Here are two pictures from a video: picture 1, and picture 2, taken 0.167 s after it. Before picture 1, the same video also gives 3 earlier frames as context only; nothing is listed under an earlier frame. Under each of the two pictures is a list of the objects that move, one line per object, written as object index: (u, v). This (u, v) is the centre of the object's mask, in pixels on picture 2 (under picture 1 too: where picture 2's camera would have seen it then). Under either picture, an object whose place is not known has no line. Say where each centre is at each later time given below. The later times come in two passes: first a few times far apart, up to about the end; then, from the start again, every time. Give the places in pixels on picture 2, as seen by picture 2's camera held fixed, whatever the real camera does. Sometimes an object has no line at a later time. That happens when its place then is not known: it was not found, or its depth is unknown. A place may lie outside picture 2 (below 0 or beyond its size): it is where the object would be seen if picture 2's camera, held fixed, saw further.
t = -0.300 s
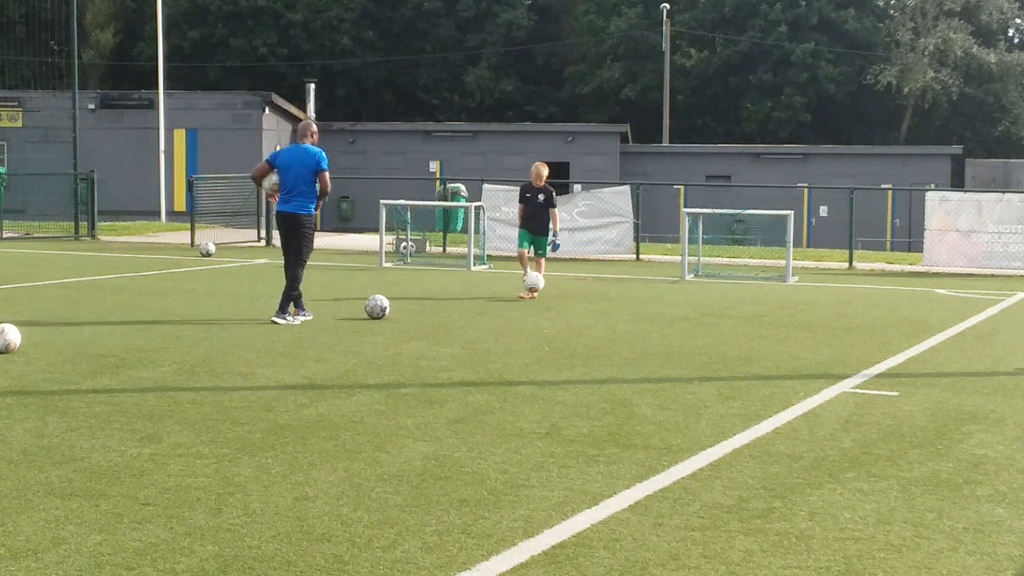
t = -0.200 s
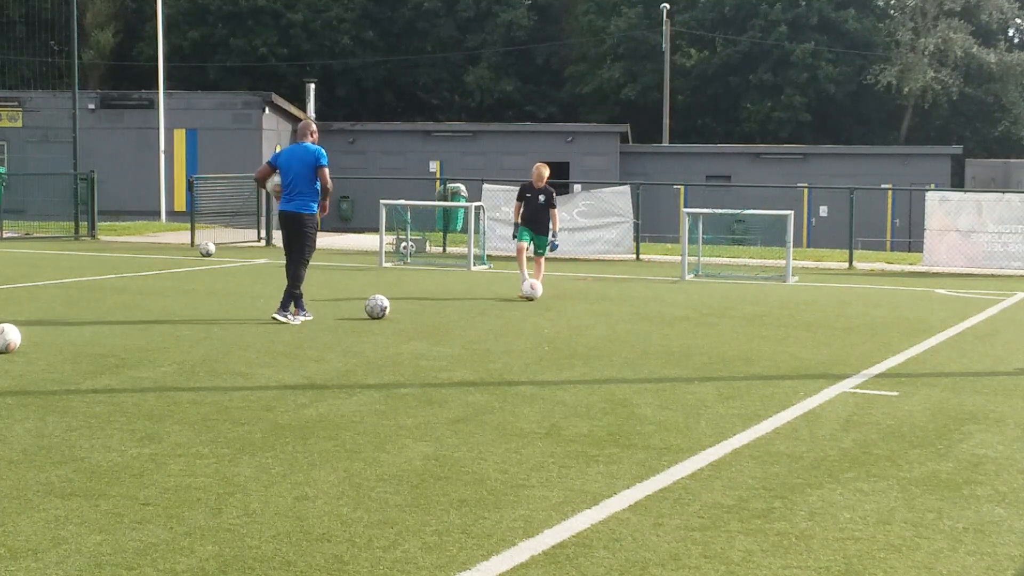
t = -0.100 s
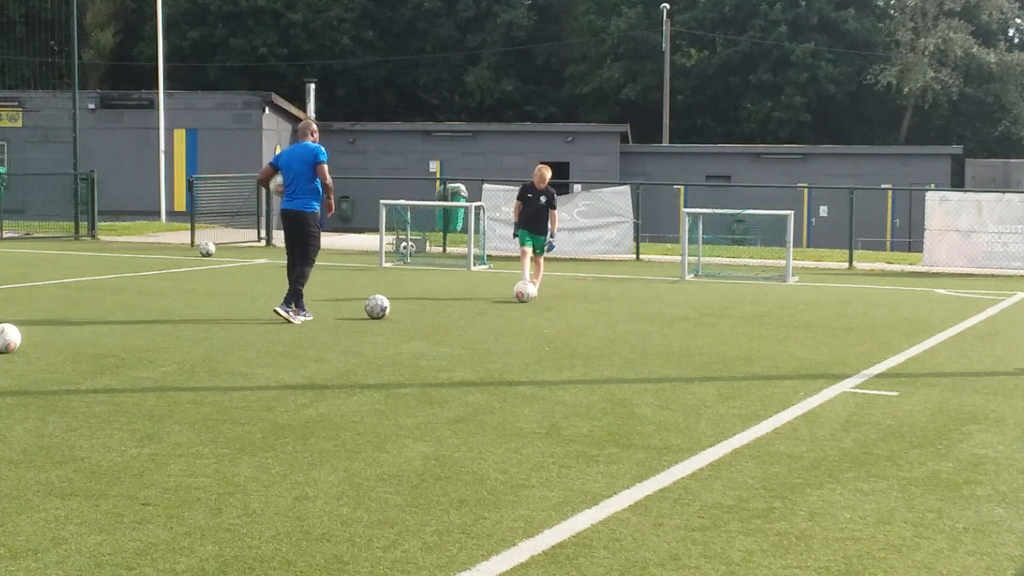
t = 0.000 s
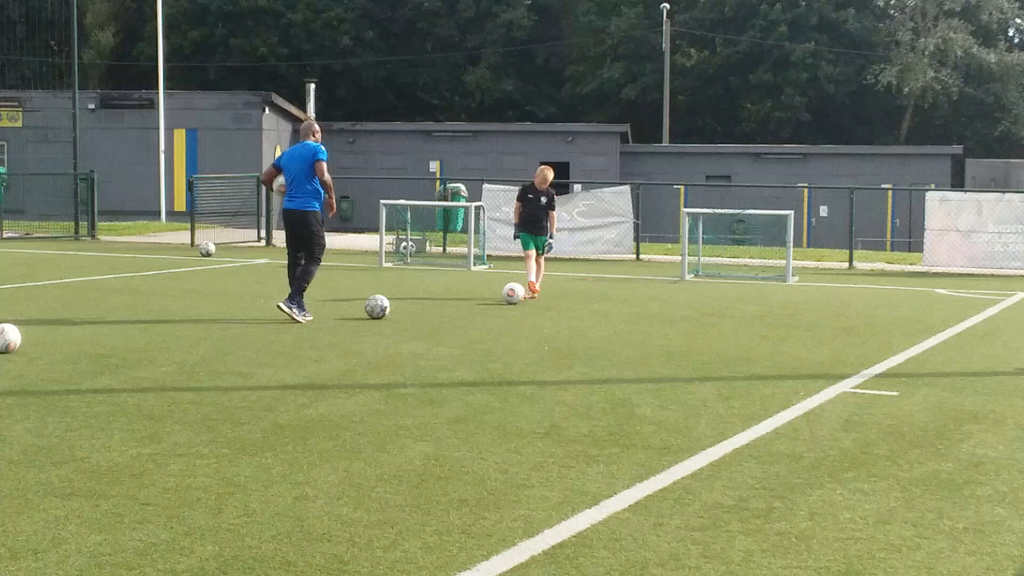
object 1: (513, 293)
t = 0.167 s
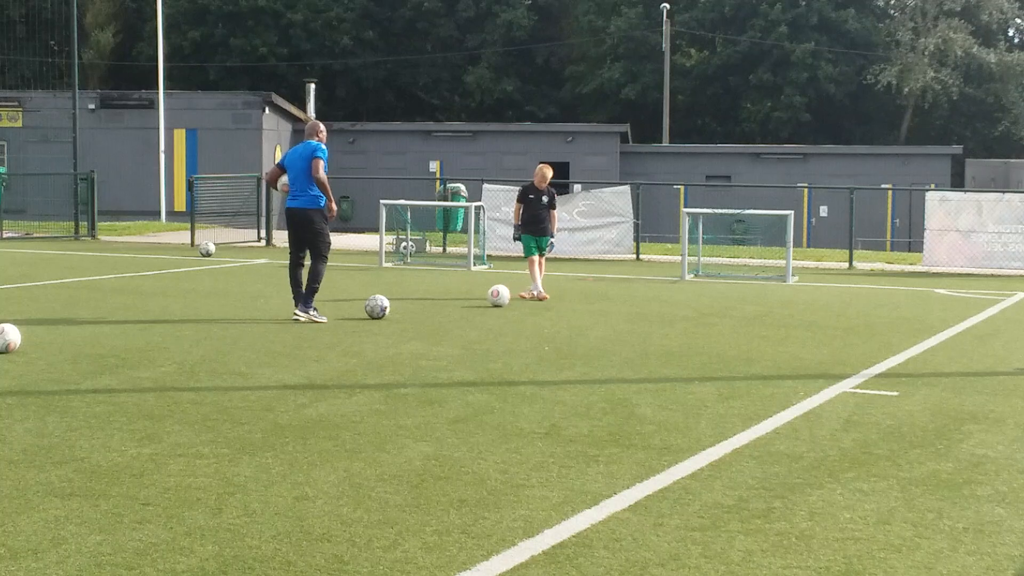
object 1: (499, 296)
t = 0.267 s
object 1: (491, 297)
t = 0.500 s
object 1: (472, 300)
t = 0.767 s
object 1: (450, 304)
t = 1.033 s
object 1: (428, 308)
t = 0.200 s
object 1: (496, 296)
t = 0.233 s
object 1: (493, 297)
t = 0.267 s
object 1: (491, 297)
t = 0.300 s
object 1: (488, 298)
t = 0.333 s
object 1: (485, 298)
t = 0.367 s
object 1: (483, 298)
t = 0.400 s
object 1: (480, 299)
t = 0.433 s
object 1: (477, 299)
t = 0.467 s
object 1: (474, 300)
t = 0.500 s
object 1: (472, 300)
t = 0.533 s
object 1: (469, 301)
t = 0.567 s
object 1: (466, 301)
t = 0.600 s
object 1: (463, 302)
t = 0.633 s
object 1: (461, 302)
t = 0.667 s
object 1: (458, 303)
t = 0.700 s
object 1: (455, 303)
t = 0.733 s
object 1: (453, 304)
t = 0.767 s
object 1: (450, 304)
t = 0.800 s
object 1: (447, 305)
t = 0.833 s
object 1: (444, 305)
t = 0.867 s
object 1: (442, 305)
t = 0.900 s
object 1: (439, 306)
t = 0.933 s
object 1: (436, 307)
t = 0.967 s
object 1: (433, 307)
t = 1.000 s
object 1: (431, 307)
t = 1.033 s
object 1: (428, 308)
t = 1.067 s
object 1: (425, 308)
